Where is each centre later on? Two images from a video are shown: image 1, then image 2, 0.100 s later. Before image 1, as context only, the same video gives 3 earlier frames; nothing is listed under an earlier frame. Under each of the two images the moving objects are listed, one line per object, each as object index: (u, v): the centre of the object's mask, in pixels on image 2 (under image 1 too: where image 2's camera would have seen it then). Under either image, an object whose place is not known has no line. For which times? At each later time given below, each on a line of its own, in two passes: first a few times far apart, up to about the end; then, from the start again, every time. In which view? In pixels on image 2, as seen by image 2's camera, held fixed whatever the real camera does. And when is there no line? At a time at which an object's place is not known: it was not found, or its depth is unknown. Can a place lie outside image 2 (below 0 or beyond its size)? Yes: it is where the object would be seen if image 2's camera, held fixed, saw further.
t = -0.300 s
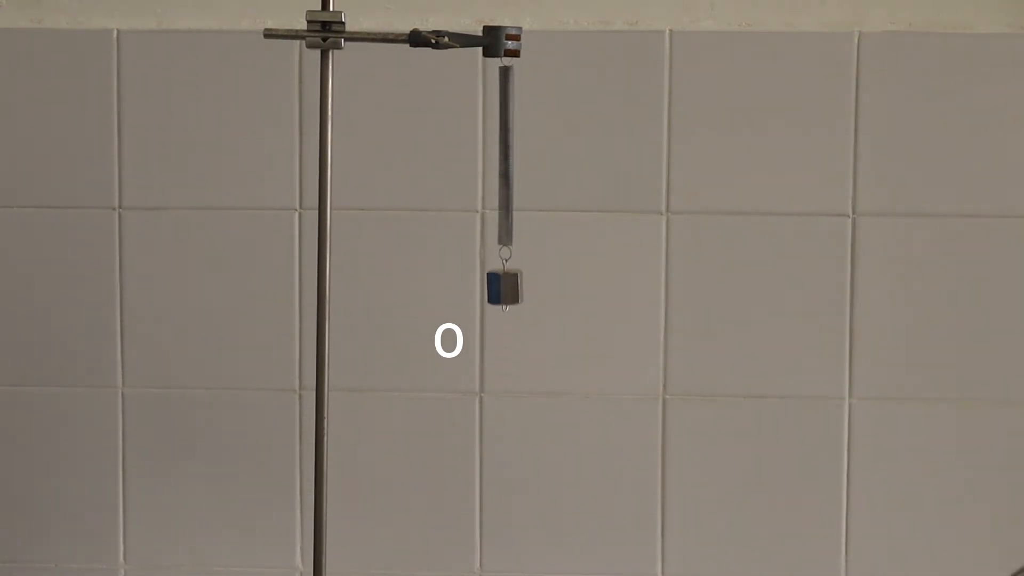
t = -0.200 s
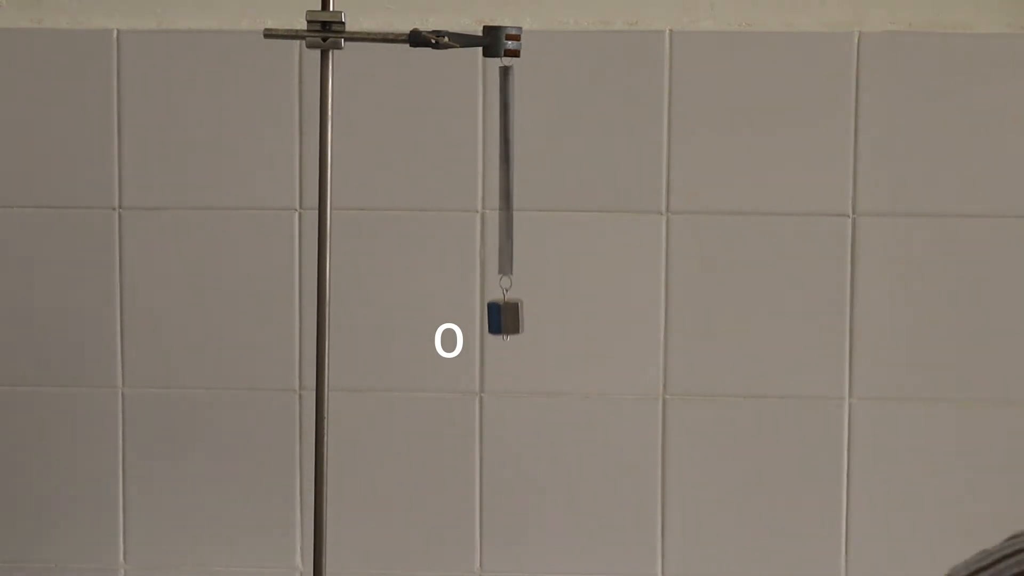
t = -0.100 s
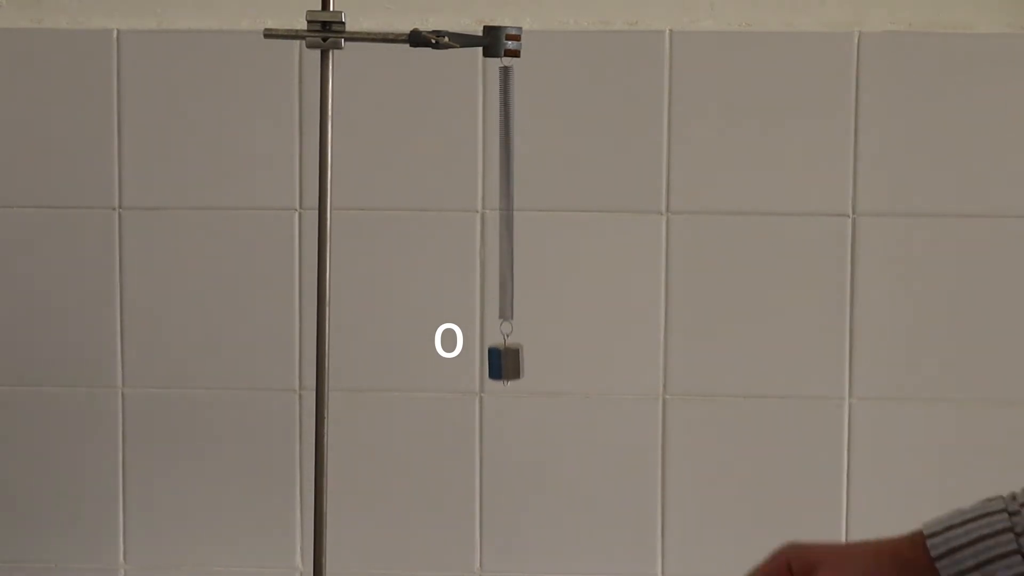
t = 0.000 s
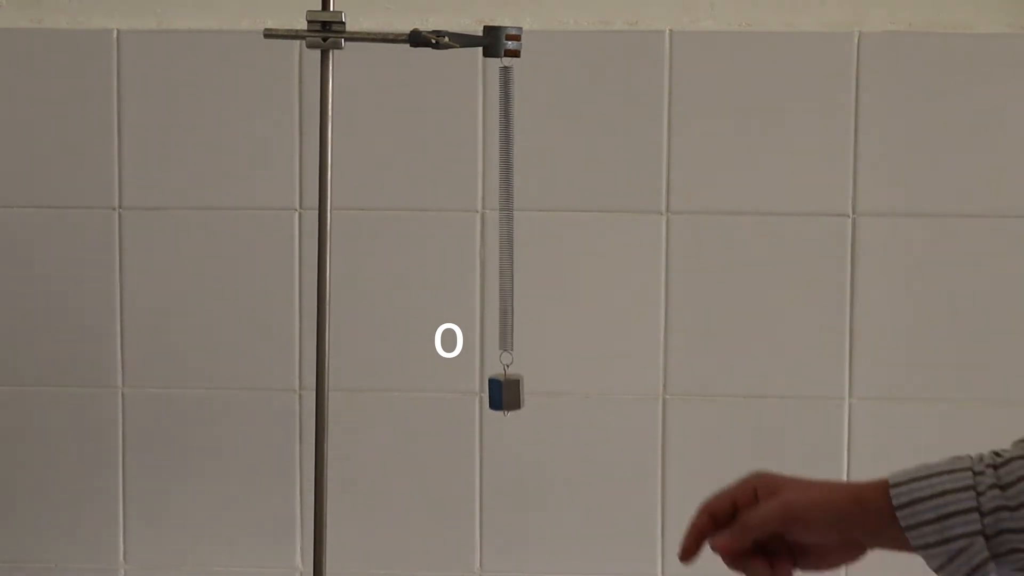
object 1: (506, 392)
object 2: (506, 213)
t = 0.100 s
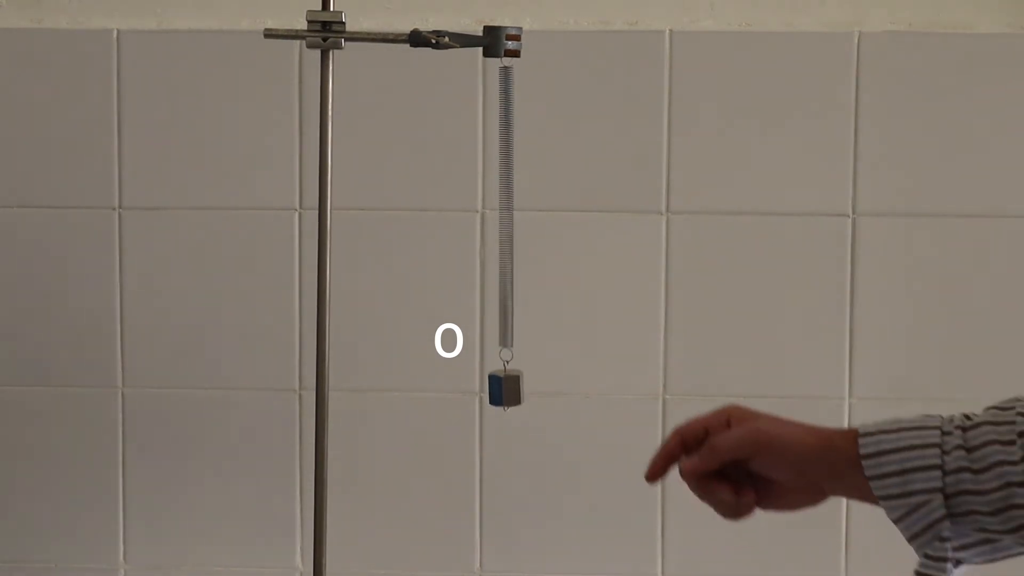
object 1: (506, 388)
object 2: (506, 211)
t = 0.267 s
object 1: (505, 322)
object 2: (506, 180)
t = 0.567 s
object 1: (503, 321)
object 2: (505, 180)
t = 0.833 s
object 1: (505, 392)
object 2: (506, 214)
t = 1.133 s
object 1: (506, 288)
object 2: (507, 162)
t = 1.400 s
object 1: (504, 357)
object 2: (505, 196)
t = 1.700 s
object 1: (504, 358)
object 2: (506, 197)
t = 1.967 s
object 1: (507, 288)
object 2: (507, 163)
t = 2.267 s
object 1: (506, 391)
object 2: (506, 212)
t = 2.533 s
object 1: (503, 322)
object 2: (505, 180)
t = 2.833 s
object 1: (506, 324)
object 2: (506, 180)
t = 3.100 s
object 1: (507, 390)
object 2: (507, 213)
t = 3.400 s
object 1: (504, 288)
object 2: (505, 162)
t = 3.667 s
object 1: (503, 359)
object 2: (505, 197)
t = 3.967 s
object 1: (508, 356)
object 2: (507, 196)
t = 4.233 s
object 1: (507, 289)
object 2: (507, 163)
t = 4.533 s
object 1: (502, 390)
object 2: (505, 213)
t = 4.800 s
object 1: (505, 322)
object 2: (506, 180)
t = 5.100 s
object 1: (508, 325)
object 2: (508, 180)
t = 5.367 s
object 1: (504, 388)
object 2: (506, 211)
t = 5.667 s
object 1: (502, 289)
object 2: (505, 163)
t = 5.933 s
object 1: (506, 359)
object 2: (507, 198)
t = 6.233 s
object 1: (507, 353)
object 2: (507, 195)
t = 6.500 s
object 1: (502, 291)
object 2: (505, 163)
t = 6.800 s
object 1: (504, 391)
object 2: (505, 213)
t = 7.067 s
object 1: (509, 320)
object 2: (508, 178)
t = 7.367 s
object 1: (505, 326)
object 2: (506, 181)
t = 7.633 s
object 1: (501, 387)
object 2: (504, 211)
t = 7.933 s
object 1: (507, 290)
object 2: (507, 164)
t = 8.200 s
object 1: (509, 360)
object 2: (508, 197)
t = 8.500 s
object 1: (502, 352)
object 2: (504, 194)
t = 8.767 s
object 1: (502, 292)
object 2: (505, 165)
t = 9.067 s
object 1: (509, 390)
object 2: (508, 212)
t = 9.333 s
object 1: (506, 319)
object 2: (507, 178)
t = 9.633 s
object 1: (500, 328)
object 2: (504, 182)
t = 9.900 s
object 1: (506, 386)
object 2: (506, 211)
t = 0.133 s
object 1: (505, 378)
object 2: (506, 206)
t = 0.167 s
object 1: (505, 366)
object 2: (506, 201)
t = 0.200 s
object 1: (505, 352)
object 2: (506, 194)
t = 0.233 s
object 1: (505, 337)
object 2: (506, 187)
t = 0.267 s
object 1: (505, 322)
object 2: (506, 180)
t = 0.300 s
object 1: (505, 309)
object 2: (506, 173)
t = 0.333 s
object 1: (504, 297)
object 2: (506, 167)
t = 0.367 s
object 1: (504, 289)
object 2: (506, 163)
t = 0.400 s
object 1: (504, 285)
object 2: (506, 161)
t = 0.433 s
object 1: (504, 284)
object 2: (505, 161)
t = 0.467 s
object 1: (504, 288)
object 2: (505, 162)
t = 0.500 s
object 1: (504, 296)
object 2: (506, 166)
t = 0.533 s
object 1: (504, 308)
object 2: (506, 172)
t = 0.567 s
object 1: (503, 321)
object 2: (505, 180)
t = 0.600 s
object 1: (503, 337)
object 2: (505, 186)
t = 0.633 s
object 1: (503, 352)
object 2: (505, 194)
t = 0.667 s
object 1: (503, 366)
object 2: (506, 201)
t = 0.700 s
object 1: (504, 379)
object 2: (506, 207)
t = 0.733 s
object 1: (504, 388)
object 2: (506, 211)
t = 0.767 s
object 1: (504, 394)
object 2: (506, 215)
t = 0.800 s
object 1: (505, 395)
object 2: (506, 216)
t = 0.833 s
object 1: (505, 392)
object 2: (506, 214)
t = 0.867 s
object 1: (505, 386)
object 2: (506, 210)
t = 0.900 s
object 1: (506, 375)
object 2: (506, 205)
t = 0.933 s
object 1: (506, 362)
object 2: (507, 199)
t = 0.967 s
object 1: (506, 347)
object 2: (507, 193)
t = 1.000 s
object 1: (506, 332)
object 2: (507, 185)
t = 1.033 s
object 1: (507, 318)
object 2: (507, 178)
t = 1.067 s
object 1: (507, 305)
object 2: (507, 171)
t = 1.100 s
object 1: (506, 294)
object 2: (507, 166)
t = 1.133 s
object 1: (506, 288)
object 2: (507, 162)
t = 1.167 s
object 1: (506, 285)
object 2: (507, 161)
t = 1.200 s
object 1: (506, 286)
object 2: (506, 161)
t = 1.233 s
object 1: (506, 291)
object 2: (506, 164)
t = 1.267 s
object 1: (505, 300)
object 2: (506, 168)
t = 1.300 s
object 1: (505, 312)
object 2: (506, 174)
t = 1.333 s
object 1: (504, 326)
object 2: (506, 181)
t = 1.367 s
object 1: (504, 342)
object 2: (506, 188)
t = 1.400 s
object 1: (504, 357)
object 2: (505, 196)
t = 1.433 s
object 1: (504, 370)
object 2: (505, 203)
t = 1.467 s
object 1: (503, 382)
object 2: (505, 207)
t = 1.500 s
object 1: (503, 390)
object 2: (505, 211)
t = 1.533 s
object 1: (503, 394)
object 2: (505, 214)
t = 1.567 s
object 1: (503, 394)
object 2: (505, 214)
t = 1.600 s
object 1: (503, 390)
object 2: (505, 211)
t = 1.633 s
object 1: (504, 382)
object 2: (505, 208)
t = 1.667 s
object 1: (504, 371)
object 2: (505, 202)
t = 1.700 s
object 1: (504, 358)
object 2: (506, 197)
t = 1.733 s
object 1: (505, 343)
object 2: (506, 190)
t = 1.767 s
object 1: (505, 328)
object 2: (506, 182)
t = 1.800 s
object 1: (506, 314)
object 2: (506, 176)
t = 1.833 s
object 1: (506, 302)
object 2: (507, 170)
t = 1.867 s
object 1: (507, 293)
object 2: (507, 165)
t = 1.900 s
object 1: (507, 287)
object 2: (507, 162)
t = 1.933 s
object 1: (507, 286)
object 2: (507, 161)
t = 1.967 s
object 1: (507, 288)
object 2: (507, 163)
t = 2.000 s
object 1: (508, 295)
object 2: (507, 166)
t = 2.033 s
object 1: (508, 305)
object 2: (507, 170)
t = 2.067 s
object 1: (508, 318)
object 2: (507, 177)
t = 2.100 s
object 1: (507, 333)
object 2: (507, 184)
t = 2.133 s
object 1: (507, 348)
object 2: (507, 191)
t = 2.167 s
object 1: (507, 362)
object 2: (507, 198)
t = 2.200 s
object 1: (507, 375)
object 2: (507, 204)
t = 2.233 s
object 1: (506, 384)
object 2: (506, 208)
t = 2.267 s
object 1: (506, 391)
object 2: (506, 212)
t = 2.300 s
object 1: (505, 394)
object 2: (506, 213)
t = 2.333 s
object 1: (505, 392)
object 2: (506, 213)
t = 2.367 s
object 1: (504, 386)
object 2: (506, 209)
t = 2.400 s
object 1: (504, 377)
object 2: (505, 205)
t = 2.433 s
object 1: (503, 365)
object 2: (505, 199)
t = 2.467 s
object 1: (503, 351)
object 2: (505, 193)
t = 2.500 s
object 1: (503, 337)
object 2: (505, 187)
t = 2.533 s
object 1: (503, 322)
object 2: (505, 180)
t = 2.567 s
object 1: (503, 309)
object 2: (505, 173)
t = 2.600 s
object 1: (503, 298)
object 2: (505, 168)
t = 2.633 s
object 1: (504, 291)
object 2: (505, 163)
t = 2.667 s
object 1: (504, 286)
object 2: (505, 162)
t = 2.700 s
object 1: (504, 287)
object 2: (506, 162)
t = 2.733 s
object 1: (504, 291)
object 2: (506, 164)
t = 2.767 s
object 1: (505, 299)
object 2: (506, 168)
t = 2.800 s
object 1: (505, 310)
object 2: (506, 173)
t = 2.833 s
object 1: (506, 324)
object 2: (506, 180)
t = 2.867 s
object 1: (506, 339)
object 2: (507, 188)
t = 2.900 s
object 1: (507, 354)
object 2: (507, 195)
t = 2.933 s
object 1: (507, 368)
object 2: (507, 202)
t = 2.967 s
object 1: (507, 379)
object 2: (507, 208)
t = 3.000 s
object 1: (507, 388)
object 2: (507, 211)
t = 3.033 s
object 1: (507, 393)
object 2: (507, 215)
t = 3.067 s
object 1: (507, 394)
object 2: (507, 215)
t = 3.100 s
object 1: (507, 390)
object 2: (507, 213)
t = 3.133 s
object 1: (507, 383)
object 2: (507, 208)
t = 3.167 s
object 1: (507, 373)
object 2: (507, 204)
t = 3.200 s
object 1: (507, 360)
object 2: (507, 198)
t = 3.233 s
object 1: (506, 346)
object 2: (506, 191)
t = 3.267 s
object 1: (506, 331)
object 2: (506, 185)
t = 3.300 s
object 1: (505, 317)
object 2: (506, 177)
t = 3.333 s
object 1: (505, 304)
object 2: (506, 170)
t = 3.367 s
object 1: (504, 295)
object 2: (506, 166)
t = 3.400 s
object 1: (504, 288)
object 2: (505, 162)
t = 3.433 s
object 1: (503, 286)
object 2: (505, 160)
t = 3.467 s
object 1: (503, 288)
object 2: (505, 161)
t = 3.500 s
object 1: (503, 293)
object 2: (505, 164)
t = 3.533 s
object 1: (502, 302)
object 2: (505, 169)
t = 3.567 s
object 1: (502, 315)
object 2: (505, 175)
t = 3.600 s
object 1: (502, 329)
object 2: (505, 182)
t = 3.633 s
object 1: (503, 344)
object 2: (505, 190)
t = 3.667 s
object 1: (503, 359)
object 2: (505, 197)
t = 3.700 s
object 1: (503, 372)
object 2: (505, 204)
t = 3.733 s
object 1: (504, 382)
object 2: (505, 209)
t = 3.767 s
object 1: (504, 390)
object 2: (506, 212)
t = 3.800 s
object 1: (505, 394)
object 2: (506, 215)
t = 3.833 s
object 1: (506, 393)
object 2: (506, 215)
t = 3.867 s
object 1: (506, 389)
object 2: (506, 212)
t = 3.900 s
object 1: (507, 380)
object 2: (507, 207)
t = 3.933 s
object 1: (507, 369)
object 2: (507, 202)
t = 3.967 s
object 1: (508, 356)
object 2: (507, 196)
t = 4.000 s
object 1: (508, 341)
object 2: (507, 189)
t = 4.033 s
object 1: (508, 326)
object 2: (507, 182)
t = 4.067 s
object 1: (508, 312)
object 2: (507, 175)
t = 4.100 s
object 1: (508, 301)
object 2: (507, 169)
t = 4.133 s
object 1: (508, 293)
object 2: (507, 164)
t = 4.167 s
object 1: (508, 287)
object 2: (507, 162)
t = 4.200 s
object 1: (507, 286)
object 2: (507, 161)
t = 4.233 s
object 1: (507, 289)
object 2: (507, 163)
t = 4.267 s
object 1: (506, 296)
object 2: (507, 166)
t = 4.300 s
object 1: (506, 306)
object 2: (506, 171)
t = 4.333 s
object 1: (505, 319)
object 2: (506, 177)
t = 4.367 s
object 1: (504, 333)
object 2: (506, 184)
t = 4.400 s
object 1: (504, 348)
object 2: (505, 192)
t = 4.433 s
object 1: (503, 362)
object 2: (505, 199)
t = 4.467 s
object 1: (502, 375)
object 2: (505, 204)
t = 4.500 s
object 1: (502, 384)
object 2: (505, 209)
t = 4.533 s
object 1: (502, 390)
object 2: (505, 213)
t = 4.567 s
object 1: (502, 393)
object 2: (504, 214)
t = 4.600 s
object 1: (502, 391)
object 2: (504, 213)
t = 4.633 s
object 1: (502, 385)
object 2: (505, 209)
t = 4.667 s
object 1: (502, 376)
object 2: (505, 205)
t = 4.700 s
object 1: (503, 364)
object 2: (505, 200)
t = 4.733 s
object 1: (503, 350)
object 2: (505, 193)
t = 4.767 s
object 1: (504, 336)
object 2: (506, 187)
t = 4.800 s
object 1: (505, 322)
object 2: (506, 180)
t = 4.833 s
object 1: (505, 309)
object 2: (506, 173)
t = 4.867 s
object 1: (506, 298)
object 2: (507, 168)
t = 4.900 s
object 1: (507, 291)
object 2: (507, 164)
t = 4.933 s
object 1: (507, 288)
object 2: (507, 162)
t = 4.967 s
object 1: (508, 287)
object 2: (507, 162)
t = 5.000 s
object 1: (508, 292)
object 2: (508, 164)
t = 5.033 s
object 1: (508, 300)
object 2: (508, 168)
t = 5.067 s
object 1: (508, 311)
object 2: (508, 174)
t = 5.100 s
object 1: (508, 325)
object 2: (508, 180)
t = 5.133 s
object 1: (508, 339)
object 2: (507, 187)
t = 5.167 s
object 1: (507, 354)
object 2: (507, 194)
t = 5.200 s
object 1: (507, 367)
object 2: (507, 201)
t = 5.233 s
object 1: (506, 378)
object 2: (507, 206)
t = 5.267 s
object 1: (506, 387)
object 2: (507, 211)
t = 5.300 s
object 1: (505, 391)
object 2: (506, 213)
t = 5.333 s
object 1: (504, 392)
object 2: (506, 213)
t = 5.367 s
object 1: (504, 388)
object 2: (506, 211)
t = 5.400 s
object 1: (503, 381)
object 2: (505, 207)
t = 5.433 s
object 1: (502, 371)
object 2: (505, 203)
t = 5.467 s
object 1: (502, 358)
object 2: (505, 197)
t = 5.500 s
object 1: (501, 344)
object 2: (505, 191)
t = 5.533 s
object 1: (501, 330)
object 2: (504, 184)
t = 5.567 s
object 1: (501, 316)
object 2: (504, 177)
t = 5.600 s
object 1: (501, 304)
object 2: (505, 171)
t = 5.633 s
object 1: (501, 295)
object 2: (505, 166)
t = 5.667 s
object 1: (502, 289)
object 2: (505, 163)
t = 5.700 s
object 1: (502, 287)
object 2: (505, 161)
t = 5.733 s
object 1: (502, 289)
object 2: (505, 162)
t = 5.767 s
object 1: (503, 295)
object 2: (505, 165)
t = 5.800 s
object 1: (504, 304)
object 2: (506, 171)
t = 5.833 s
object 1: (504, 316)
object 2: (506, 176)
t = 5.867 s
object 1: (505, 331)
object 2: (506, 184)
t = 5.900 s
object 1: (506, 345)
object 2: (507, 191)
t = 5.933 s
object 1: (506, 359)
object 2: (507, 198)
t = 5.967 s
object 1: (507, 372)
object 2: (507, 205)
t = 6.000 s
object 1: (508, 382)
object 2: (507, 209)
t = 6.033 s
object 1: (508, 389)
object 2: (507, 212)
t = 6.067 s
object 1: (508, 392)
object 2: (507, 214)
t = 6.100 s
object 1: (508, 391)
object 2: (507, 213)
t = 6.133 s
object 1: (508, 386)
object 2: (507, 211)
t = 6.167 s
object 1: (508, 378)
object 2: (507, 207)
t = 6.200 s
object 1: (507, 367)
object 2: (507, 201)
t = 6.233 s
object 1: (507, 353)
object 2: (507, 195)
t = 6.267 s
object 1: (506, 339)
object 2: (507, 188)
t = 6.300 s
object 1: (506, 325)
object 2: (506, 181)
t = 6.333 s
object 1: (505, 312)
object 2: (506, 175)
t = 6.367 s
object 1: (504, 301)
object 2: (506, 169)
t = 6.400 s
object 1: (504, 292)
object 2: (505, 164)
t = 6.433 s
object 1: (503, 288)
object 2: (505, 162)
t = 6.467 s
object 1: (502, 287)
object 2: (505, 161)
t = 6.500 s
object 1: (502, 291)
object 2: (505, 163)
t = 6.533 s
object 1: (501, 298)
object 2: (505, 167)
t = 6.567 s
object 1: (501, 308)
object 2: (504, 172)
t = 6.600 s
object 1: (501, 321)
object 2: (504, 178)
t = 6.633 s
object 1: (501, 336)
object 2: (504, 185)
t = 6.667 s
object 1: (501, 350)
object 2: (504, 193)
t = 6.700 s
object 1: (502, 364)
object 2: (504, 199)
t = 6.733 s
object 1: (502, 376)
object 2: (505, 205)
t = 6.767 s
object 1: (503, 385)
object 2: (505, 209)
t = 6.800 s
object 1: (504, 391)
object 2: (505, 213)
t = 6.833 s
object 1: (505, 392)
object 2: (506, 214)
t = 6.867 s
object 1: (505, 390)
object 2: (506, 213)
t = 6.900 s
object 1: (506, 384)
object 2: (507, 209)
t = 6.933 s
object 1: (507, 374)
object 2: (507, 205)
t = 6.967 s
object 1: (508, 362)
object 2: (507, 199)
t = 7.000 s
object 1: (508, 348)
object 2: (508, 191)
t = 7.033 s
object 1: (509, 334)
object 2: (508, 185)
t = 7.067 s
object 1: (509, 320)
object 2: (508, 178)
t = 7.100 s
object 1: (509, 308)
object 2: (508, 172)
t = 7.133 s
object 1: (509, 298)
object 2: (508, 167)
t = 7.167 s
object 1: (509, 291)
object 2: (508, 164)
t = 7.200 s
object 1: (509, 288)
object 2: (508, 162)
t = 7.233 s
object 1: (508, 288)
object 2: (508, 162)
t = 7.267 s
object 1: (507, 293)
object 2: (507, 165)
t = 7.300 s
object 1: (507, 301)
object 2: (507, 169)
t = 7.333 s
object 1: (506, 313)
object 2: (507, 175)
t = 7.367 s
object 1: (505, 326)
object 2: (506, 181)
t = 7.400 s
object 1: (504, 340)
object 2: (506, 188)
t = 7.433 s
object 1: (503, 355)
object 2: (505, 195)
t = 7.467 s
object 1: (502, 368)
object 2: (505, 202)
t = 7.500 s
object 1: (502, 379)
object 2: (505, 206)
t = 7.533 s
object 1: (502, 386)
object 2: (504, 210)
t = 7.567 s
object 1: (501, 391)
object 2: (504, 213)
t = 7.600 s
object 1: (501, 391)
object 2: (504, 213)
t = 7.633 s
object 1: (501, 387)
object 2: (504, 211)
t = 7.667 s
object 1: (501, 380)
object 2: (504, 207)
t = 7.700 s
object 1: (502, 370)
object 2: (505, 202)
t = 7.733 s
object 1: (502, 357)
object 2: (505, 197)
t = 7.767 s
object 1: (503, 343)
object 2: (505, 190)
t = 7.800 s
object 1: (504, 329)
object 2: (506, 184)
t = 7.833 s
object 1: (505, 316)
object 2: (506, 178)
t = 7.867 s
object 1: (505, 304)
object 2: (506, 172)
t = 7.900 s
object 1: (506, 295)
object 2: (507, 167)
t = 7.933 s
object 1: (507, 290)
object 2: (507, 164)
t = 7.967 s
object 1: (508, 288)
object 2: (507, 162)
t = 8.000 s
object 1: (508, 290)
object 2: (508, 164)
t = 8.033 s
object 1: (509, 297)
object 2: (508, 166)
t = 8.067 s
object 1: (509, 306)
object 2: (508, 171)
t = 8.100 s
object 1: (509, 318)
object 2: (508, 177)
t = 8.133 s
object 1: (509, 332)
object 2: (508, 183)
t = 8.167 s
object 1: (509, 346)
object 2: (508, 190)
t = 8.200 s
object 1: (509, 360)
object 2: (508, 197)
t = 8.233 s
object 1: (508, 372)
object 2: (507, 203)
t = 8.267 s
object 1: (507, 382)
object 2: (507, 208)
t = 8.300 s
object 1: (507, 388)
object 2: (507, 211)
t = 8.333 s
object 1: (506, 391)
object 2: (507, 213)
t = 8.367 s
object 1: (505, 390)
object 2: (506, 212)
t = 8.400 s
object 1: (504, 384)
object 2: (506, 209)
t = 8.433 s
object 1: (503, 376)
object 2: (505, 205)
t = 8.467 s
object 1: (502, 365)
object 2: (505, 200)
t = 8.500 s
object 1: (502, 352)
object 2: (504, 194)
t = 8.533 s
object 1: (501, 338)
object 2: (504, 187)
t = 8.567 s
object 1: (501, 324)
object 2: (504, 180)
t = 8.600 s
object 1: (501, 311)
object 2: (504, 174)
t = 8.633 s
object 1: (500, 301)
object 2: (504, 169)
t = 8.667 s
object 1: (501, 293)
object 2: (504, 165)
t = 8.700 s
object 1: (501, 289)
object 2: (504, 163)
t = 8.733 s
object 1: (501, 289)
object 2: (505, 163)
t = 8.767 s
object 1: (502, 292)
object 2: (505, 165)
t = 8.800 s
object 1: (503, 300)
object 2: (505, 168)
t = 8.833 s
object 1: (503, 310)
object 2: (505, 174)
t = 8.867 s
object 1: (504, 323)
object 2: (506, 180)
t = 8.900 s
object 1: (505, 337)
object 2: (506, 187)
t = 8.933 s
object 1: (506, 351)
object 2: (507, 194)
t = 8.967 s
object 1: (507, 365)
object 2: (507, 200)
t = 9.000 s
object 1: (508, 376)
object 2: (507, 206)
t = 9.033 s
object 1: (508, 385)
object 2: (508, 209)
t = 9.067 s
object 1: (509, 390)
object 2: (508, 212)
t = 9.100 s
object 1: (509, 391)
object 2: (508, 213)
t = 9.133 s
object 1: (509, 388)
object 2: (508, 212)
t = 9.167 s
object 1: (509, 382)
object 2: (508, 207)
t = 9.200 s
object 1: (509, 372)
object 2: (508, 204)
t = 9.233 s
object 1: (508, 360)
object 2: (507, 197)
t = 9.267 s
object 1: (507, 347)
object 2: (507, 192)
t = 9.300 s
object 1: (507, 333)
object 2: (507, 185)
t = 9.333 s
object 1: (506, 319)
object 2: (507, 178)
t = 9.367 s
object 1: (505, 307)
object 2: (506, 172)
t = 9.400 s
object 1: (504, 298)
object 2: (506, 168)
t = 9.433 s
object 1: (504, 291)
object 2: (506, 164)
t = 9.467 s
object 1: (503, 289)
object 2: (505, 162)
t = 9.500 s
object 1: (502, 290)
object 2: (505, 163)
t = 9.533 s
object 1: (501, 295)
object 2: (505, 165)
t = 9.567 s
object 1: (501, 303)
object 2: (504, 169)
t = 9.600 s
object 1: (500, 315)
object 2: (504, 175)
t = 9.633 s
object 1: (500, 328)
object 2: (504, 182)
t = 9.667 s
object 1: (500, 342)
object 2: (504, 189)
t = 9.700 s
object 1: (500, 356)
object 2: (504, 196)
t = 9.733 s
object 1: (501, 369)
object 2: (504, 202)
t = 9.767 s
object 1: (501, 379)
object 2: (504, 207)
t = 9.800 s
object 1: (502, 387)
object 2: (505, 210)
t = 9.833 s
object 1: (503, 390)
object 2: (505, 213)
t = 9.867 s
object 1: (504, 390)
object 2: (506, 213)
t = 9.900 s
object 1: (506, 386)
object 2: (506, 211)
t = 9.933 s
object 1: (506, 379)
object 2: (507, 208)
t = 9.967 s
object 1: (507, 368)
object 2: (507, 202)
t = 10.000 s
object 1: (508, 356)
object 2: (507, 195)
